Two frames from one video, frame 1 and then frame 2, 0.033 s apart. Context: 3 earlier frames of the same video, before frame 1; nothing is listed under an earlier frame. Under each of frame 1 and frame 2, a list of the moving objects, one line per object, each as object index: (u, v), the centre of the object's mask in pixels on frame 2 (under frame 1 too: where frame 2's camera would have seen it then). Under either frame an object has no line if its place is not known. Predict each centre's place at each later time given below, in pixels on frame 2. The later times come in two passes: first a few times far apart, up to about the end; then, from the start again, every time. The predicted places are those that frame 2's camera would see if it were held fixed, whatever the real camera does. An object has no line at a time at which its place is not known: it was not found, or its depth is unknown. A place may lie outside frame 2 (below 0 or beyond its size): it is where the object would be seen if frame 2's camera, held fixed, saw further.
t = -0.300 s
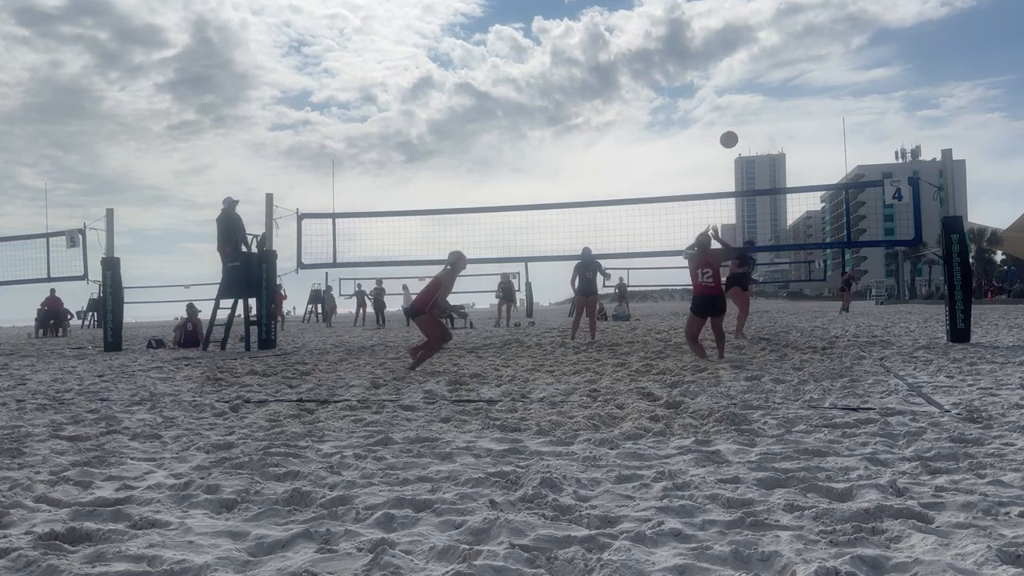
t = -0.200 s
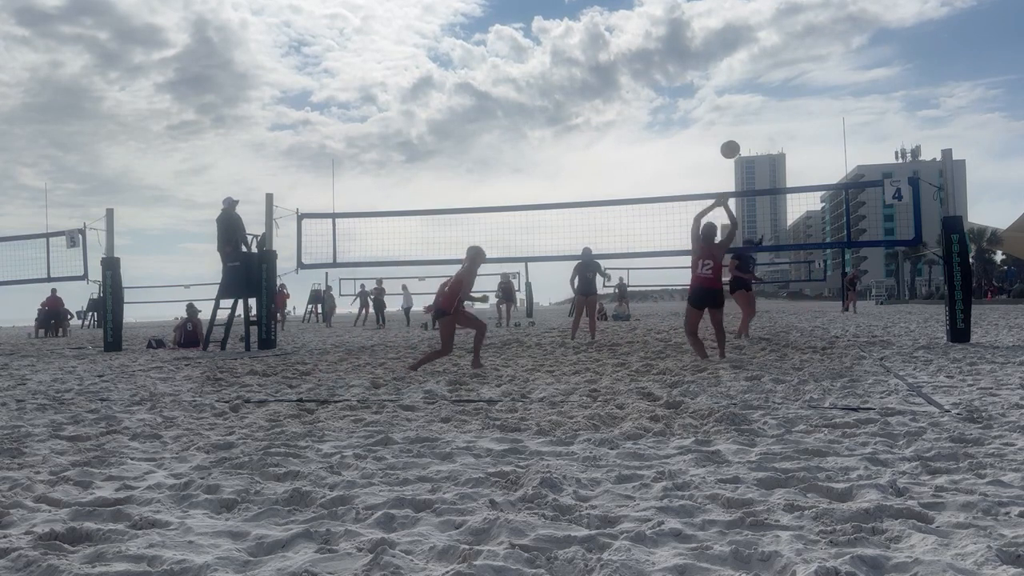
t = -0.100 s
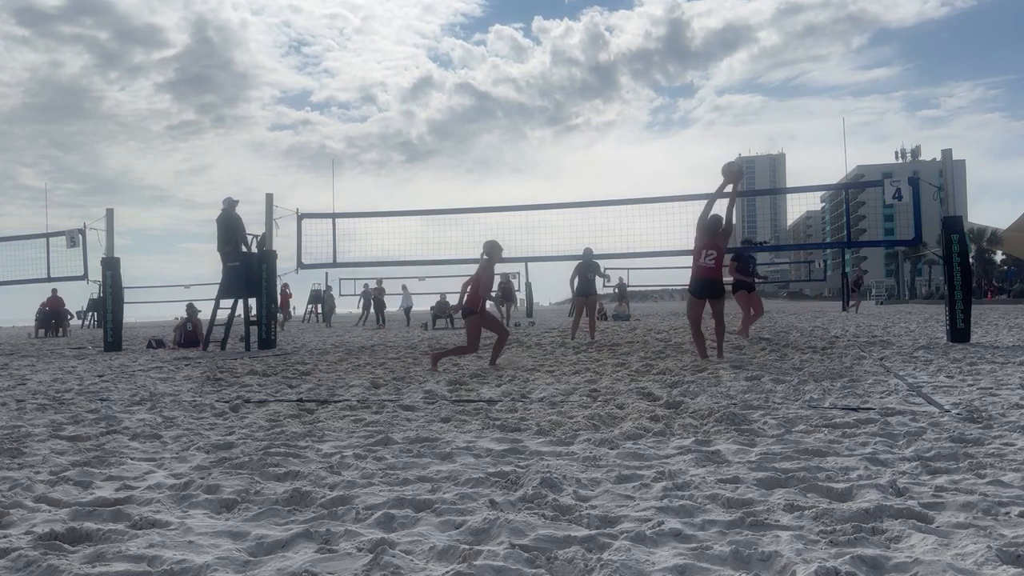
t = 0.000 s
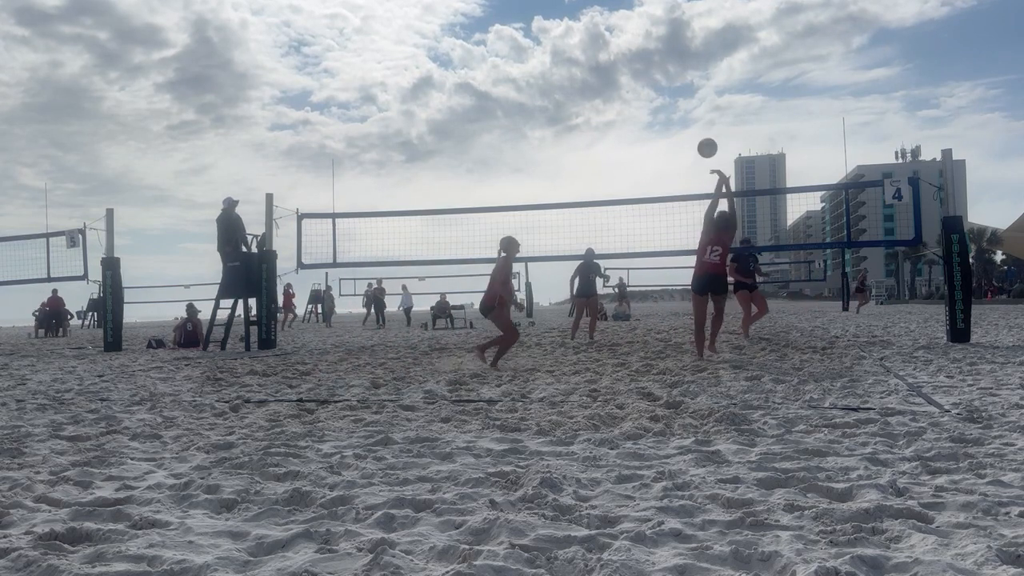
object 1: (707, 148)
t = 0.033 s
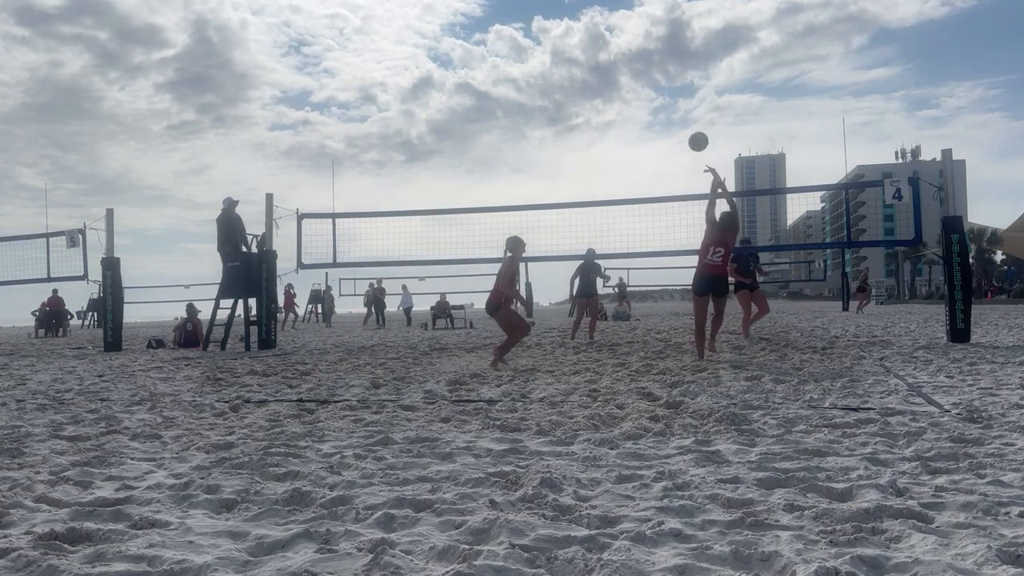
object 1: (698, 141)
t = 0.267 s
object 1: (640, 127)
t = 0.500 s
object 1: (591, 158)
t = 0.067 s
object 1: (689, 136)
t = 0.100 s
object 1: (680, 132)
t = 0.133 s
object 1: (672, 129)
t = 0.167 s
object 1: (664, 127)
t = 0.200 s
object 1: (656, 126)
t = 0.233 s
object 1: (648, 126)
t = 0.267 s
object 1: (640, 127)
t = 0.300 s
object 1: (633, 129)
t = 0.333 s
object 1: (625, 131)
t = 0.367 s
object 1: (618, 135)
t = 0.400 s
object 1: (611, 139)
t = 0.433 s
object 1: (605, 145)
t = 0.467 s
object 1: (598, 151)
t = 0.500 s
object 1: (591, 158)
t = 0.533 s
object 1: (585, 166)
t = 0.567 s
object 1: (579, 174)
